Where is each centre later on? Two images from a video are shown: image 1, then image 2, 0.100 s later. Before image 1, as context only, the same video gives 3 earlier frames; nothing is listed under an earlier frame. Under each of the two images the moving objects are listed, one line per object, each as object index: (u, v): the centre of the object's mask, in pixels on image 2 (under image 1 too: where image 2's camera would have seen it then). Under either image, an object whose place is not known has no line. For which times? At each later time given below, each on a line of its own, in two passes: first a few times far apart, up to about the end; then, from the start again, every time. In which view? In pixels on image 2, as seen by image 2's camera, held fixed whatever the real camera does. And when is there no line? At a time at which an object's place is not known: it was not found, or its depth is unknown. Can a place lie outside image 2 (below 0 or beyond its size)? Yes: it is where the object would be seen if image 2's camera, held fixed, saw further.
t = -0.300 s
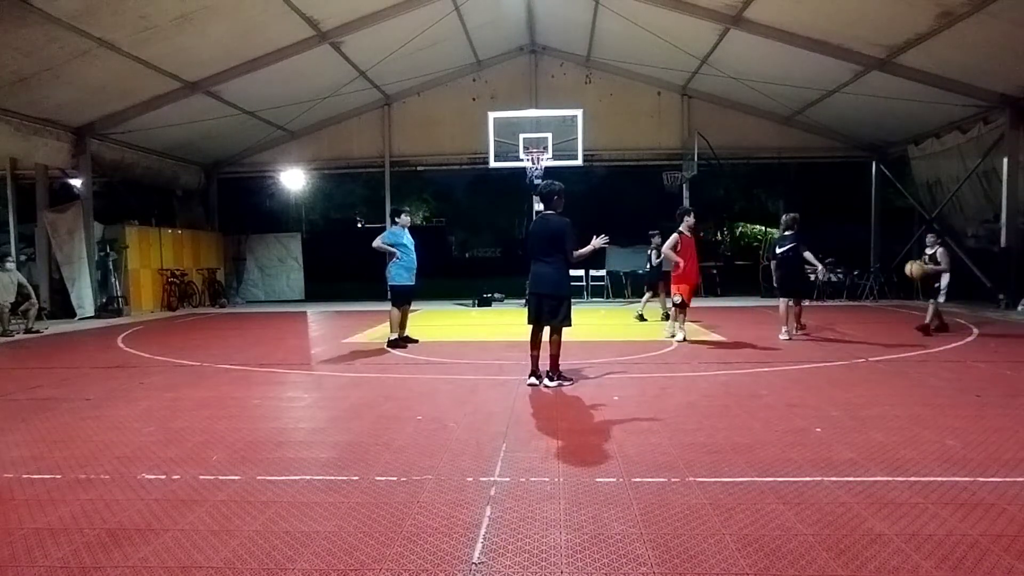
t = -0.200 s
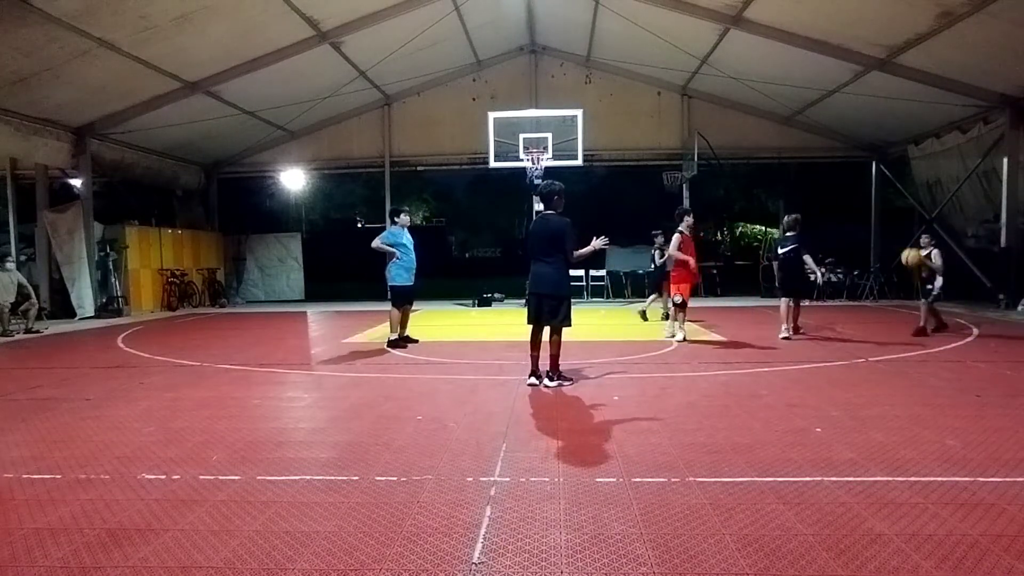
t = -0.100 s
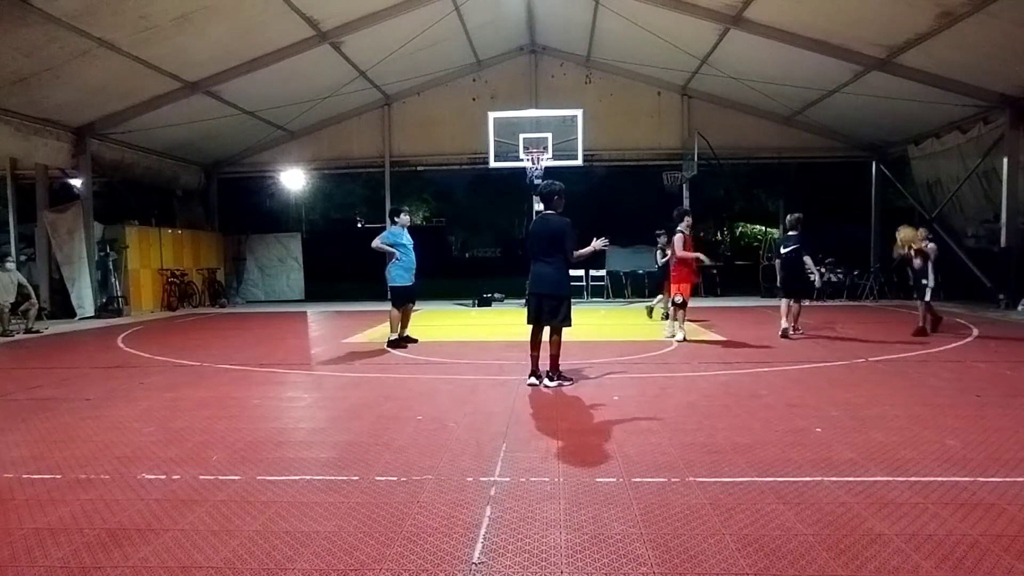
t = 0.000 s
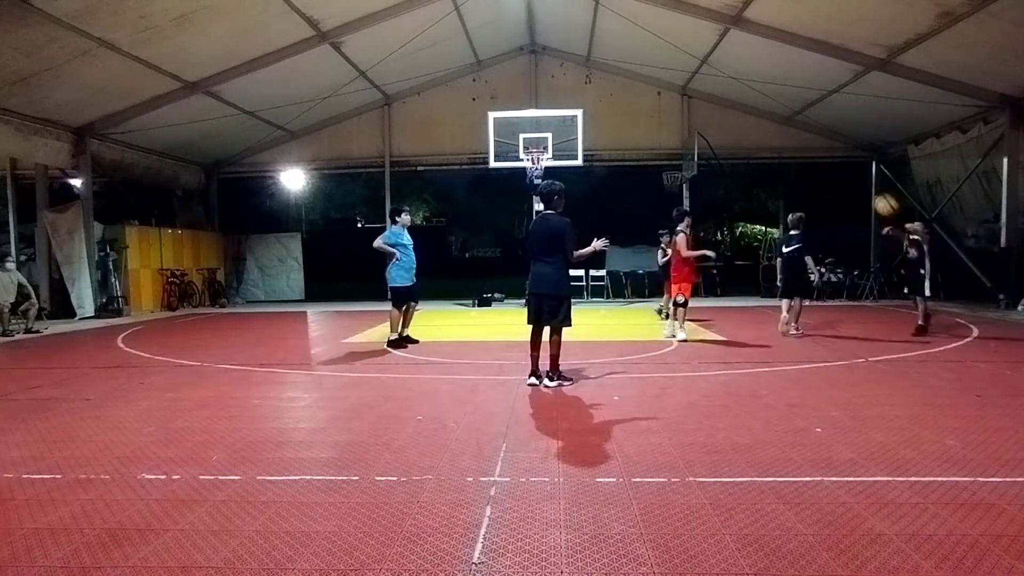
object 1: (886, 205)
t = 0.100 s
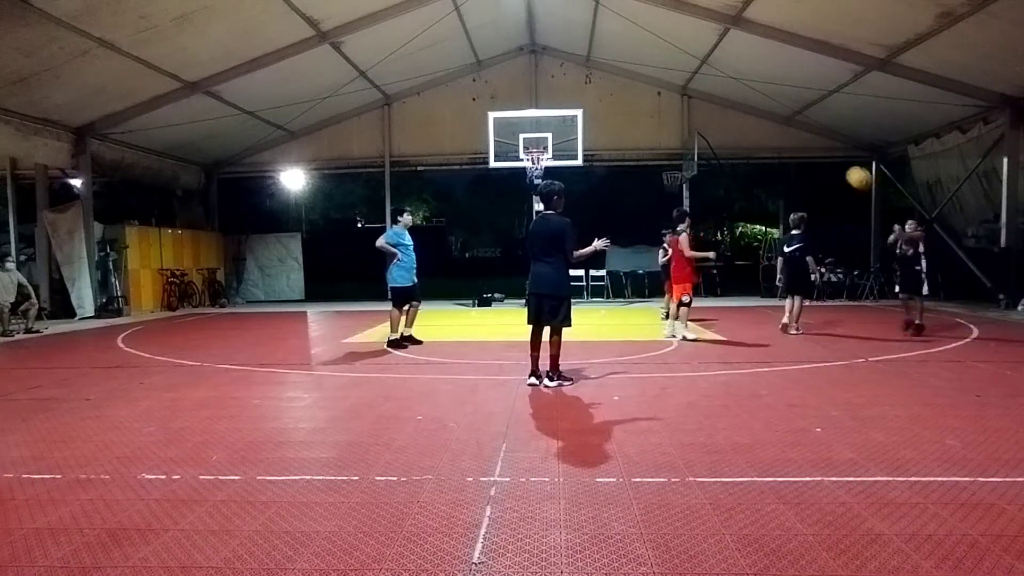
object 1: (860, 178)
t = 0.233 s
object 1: (819, 149)
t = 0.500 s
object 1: (719, 132)
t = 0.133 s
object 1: (850, 169)
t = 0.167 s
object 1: (839, 161)
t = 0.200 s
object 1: (830, 155)
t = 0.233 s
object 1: (819, 149)
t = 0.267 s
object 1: (811, 143)
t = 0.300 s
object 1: (798, 139)
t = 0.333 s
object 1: (785, 135)
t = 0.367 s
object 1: (772, 133)
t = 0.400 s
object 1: (760, 130)
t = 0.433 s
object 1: (747, 130)
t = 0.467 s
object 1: (732, 130)
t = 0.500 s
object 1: (719, 132)
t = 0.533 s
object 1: (706, 134)
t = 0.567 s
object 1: (689, 138)
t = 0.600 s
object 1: (674, 143)
